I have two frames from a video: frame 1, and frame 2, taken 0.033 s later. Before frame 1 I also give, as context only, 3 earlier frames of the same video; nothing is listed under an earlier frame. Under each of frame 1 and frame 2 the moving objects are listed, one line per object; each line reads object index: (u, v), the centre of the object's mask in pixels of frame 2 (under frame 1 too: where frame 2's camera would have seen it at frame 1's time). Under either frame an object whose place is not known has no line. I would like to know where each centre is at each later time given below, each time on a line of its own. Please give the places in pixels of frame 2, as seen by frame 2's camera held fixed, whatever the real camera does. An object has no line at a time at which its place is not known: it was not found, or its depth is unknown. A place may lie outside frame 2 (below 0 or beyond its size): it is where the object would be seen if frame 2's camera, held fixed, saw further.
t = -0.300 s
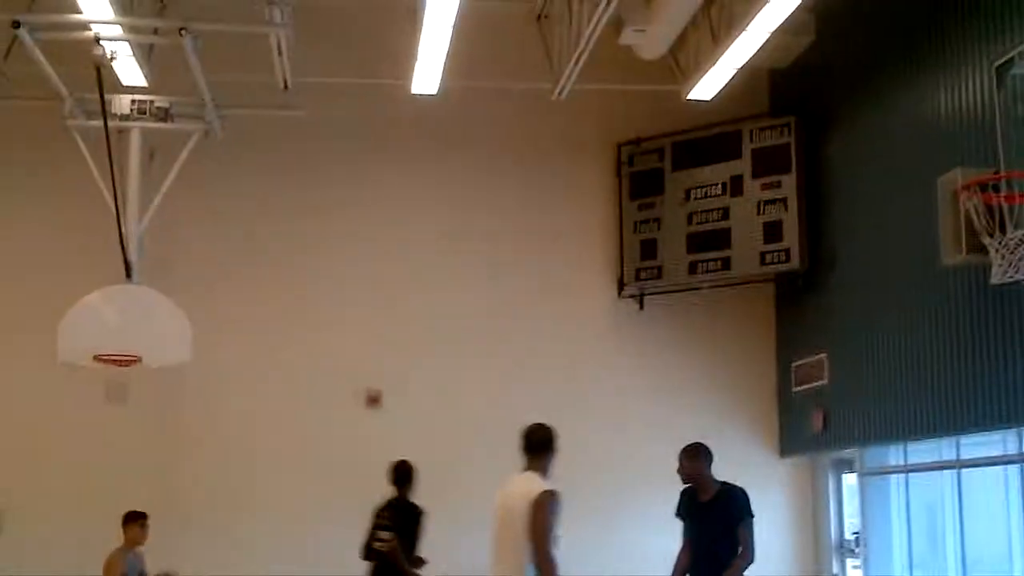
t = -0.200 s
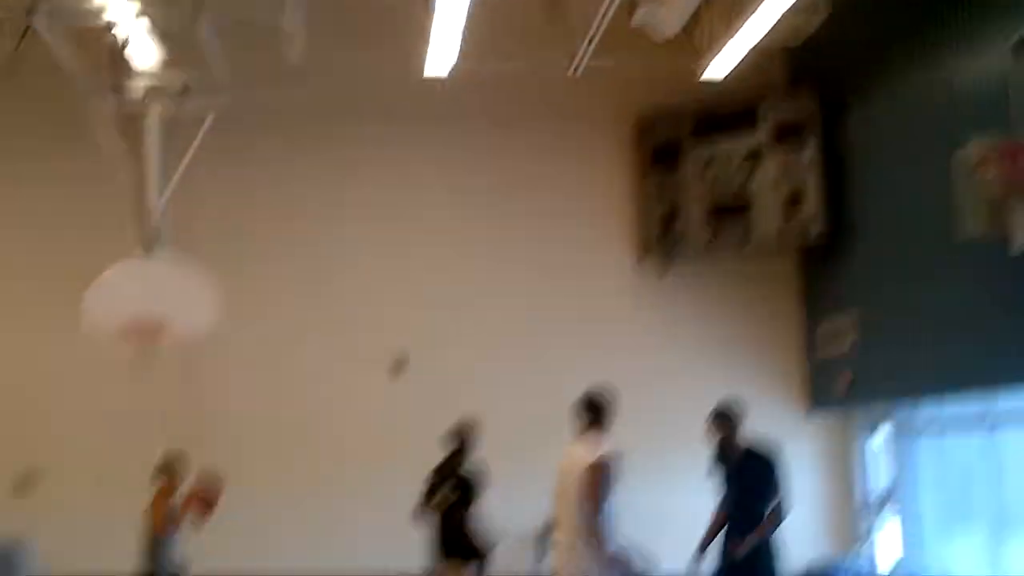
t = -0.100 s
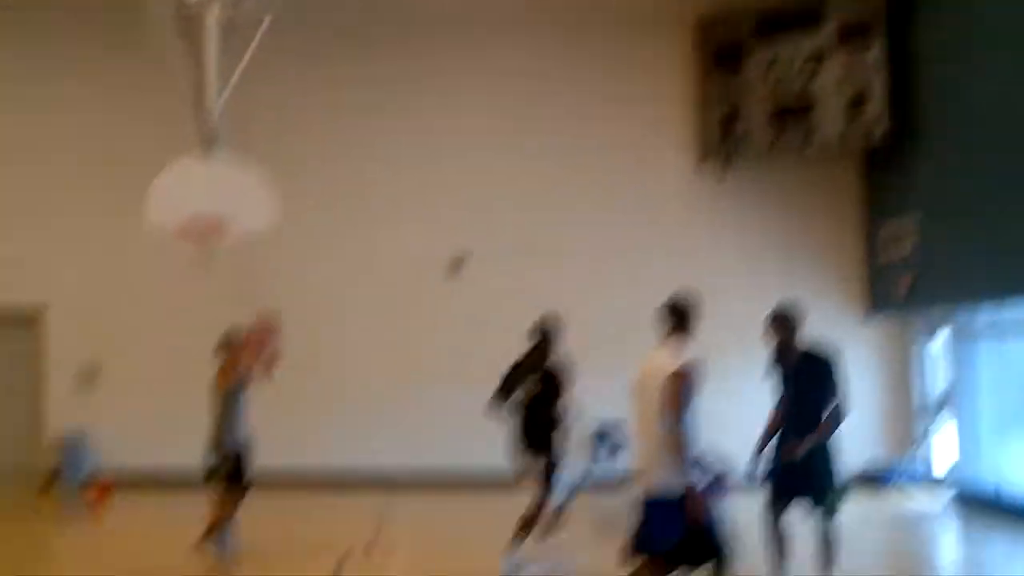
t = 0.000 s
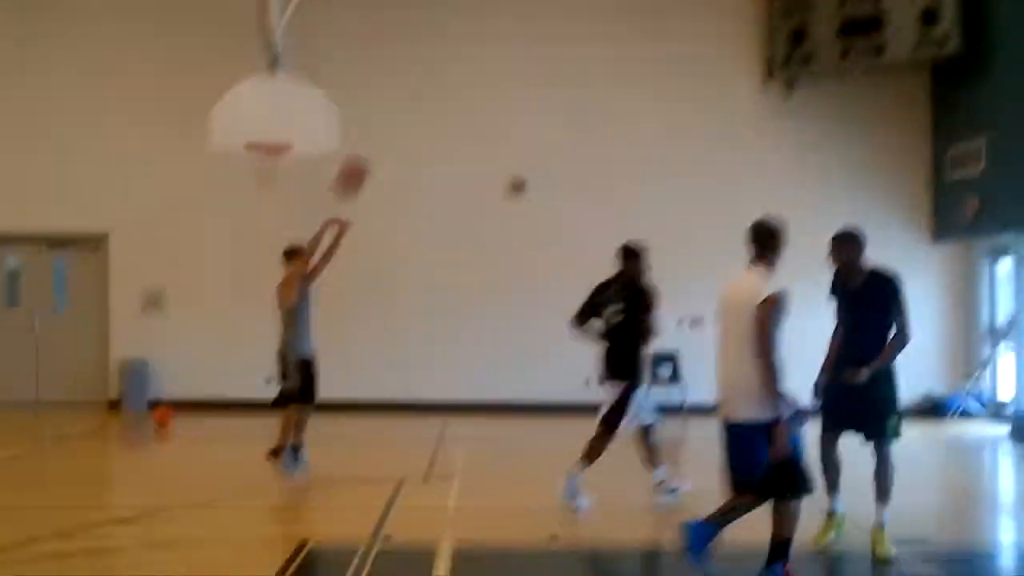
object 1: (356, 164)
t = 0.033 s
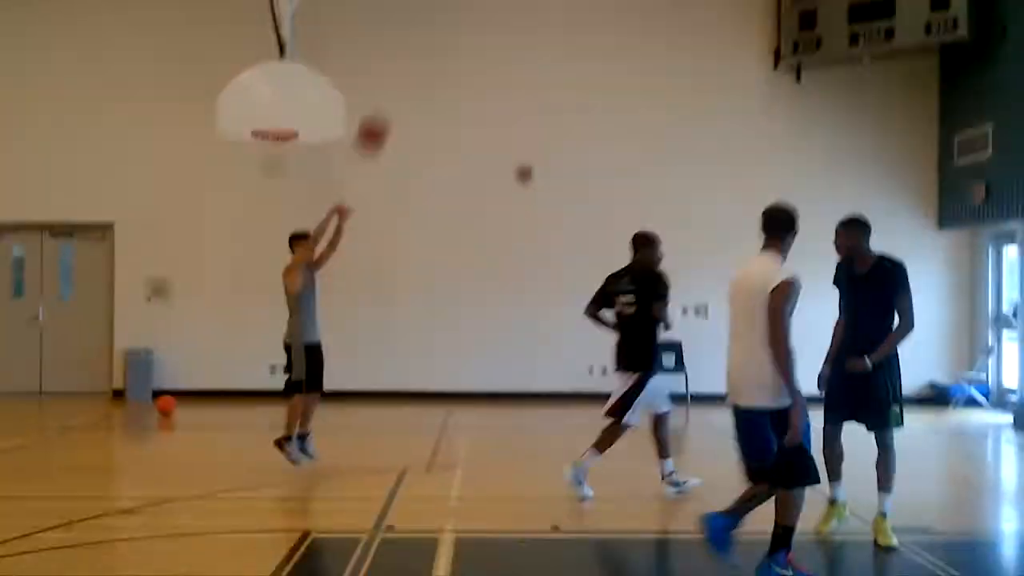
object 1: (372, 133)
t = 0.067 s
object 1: (387, 103)
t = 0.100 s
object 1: (403, 70)
